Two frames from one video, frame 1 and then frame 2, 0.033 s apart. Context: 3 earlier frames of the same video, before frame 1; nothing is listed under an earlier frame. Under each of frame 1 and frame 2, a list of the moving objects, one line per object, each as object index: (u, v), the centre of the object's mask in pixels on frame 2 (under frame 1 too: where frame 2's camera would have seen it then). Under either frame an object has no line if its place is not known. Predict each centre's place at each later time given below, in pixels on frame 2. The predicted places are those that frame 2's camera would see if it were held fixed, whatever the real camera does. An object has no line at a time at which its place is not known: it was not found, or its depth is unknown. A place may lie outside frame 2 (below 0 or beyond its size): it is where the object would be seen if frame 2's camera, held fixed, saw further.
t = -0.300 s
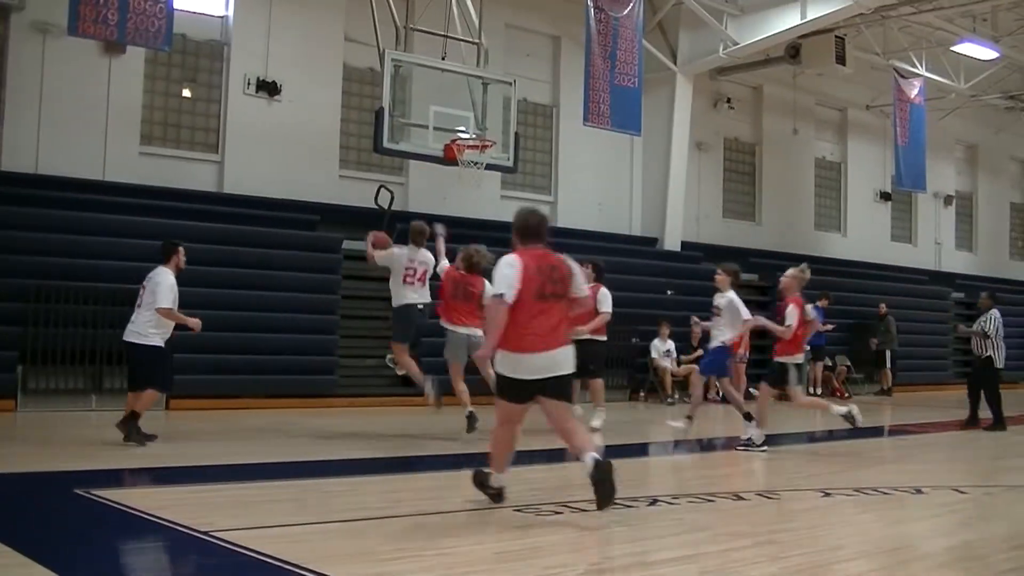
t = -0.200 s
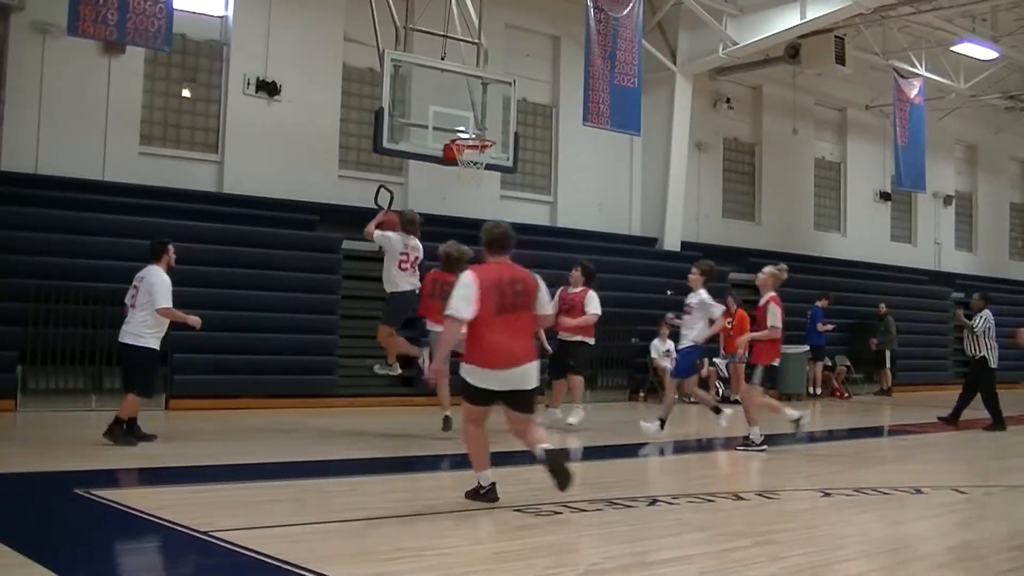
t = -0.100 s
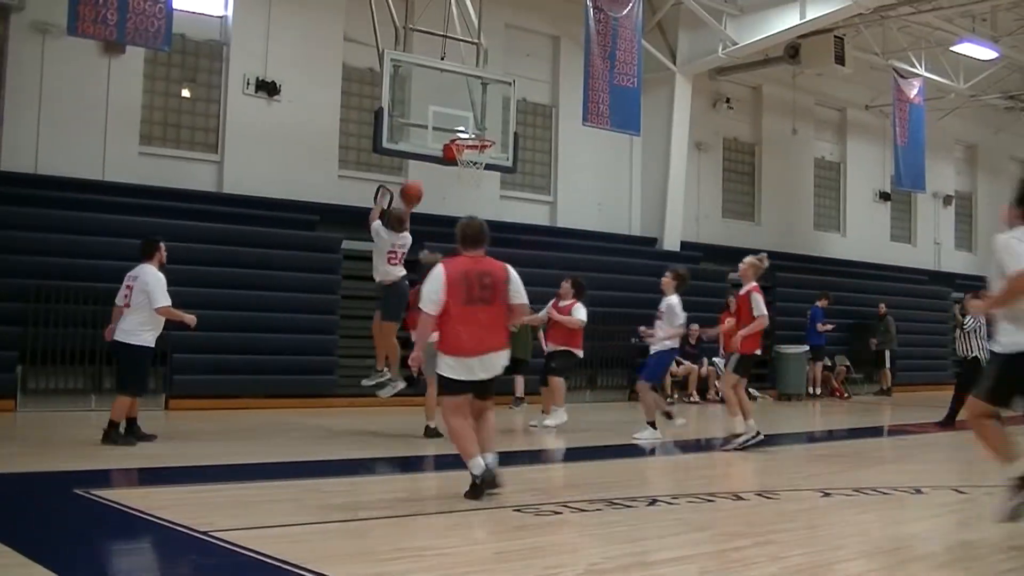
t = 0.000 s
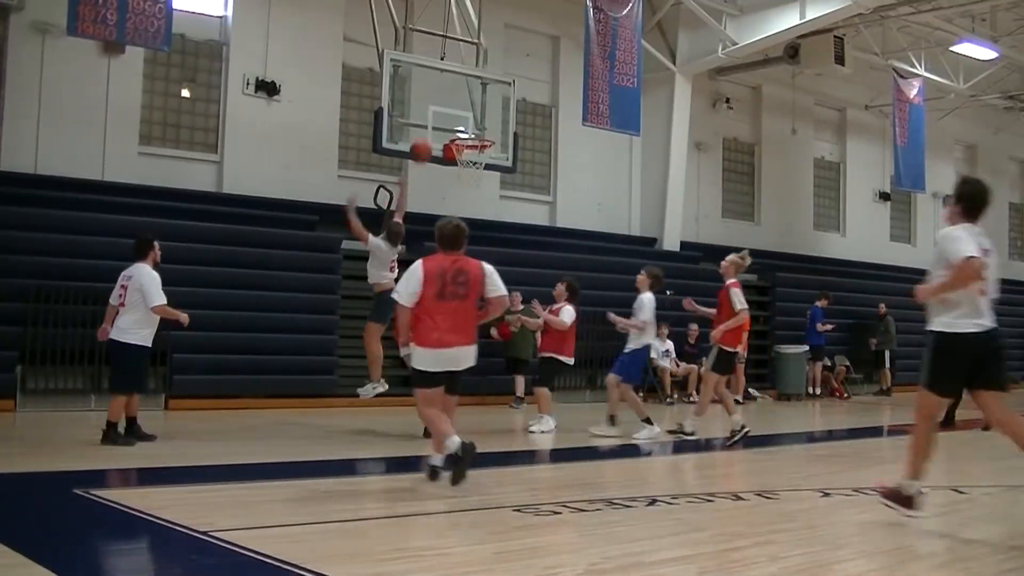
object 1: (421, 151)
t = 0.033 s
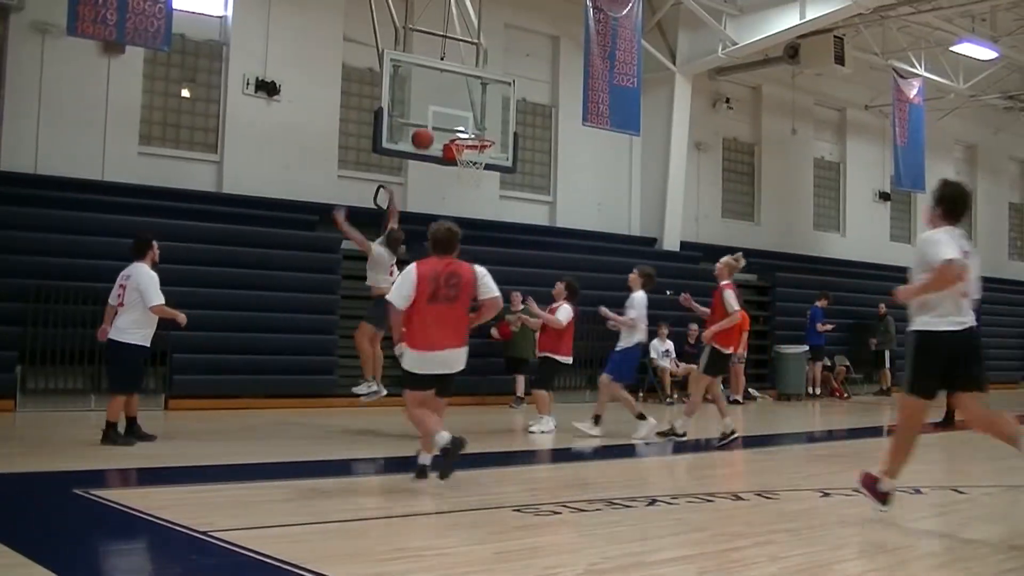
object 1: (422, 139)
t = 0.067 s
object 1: (424, 128)
